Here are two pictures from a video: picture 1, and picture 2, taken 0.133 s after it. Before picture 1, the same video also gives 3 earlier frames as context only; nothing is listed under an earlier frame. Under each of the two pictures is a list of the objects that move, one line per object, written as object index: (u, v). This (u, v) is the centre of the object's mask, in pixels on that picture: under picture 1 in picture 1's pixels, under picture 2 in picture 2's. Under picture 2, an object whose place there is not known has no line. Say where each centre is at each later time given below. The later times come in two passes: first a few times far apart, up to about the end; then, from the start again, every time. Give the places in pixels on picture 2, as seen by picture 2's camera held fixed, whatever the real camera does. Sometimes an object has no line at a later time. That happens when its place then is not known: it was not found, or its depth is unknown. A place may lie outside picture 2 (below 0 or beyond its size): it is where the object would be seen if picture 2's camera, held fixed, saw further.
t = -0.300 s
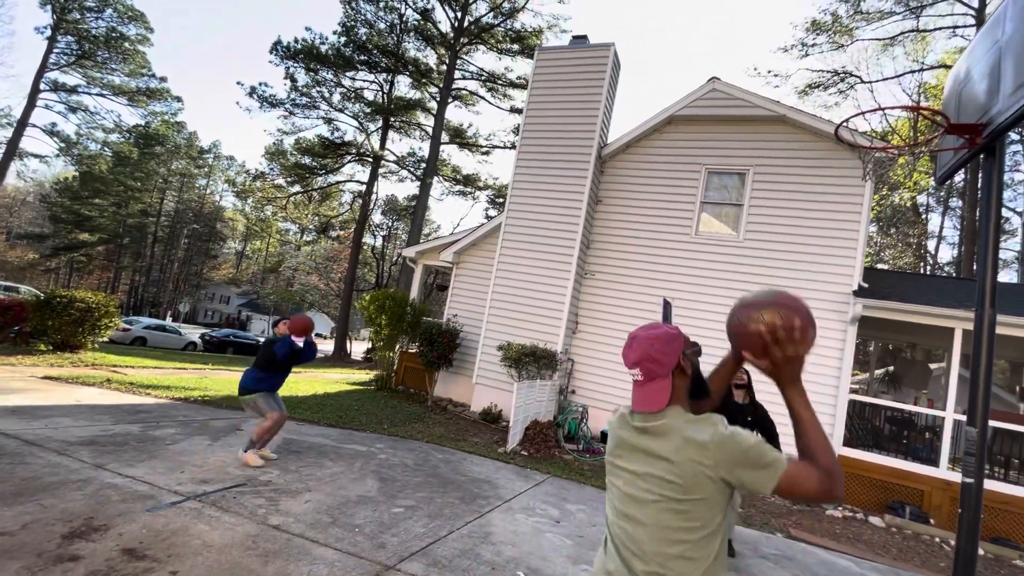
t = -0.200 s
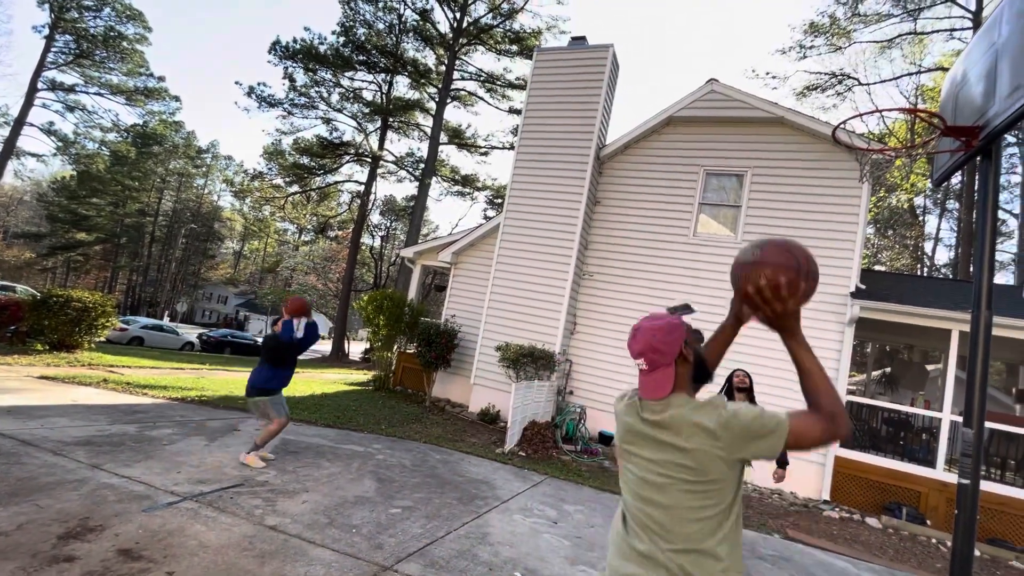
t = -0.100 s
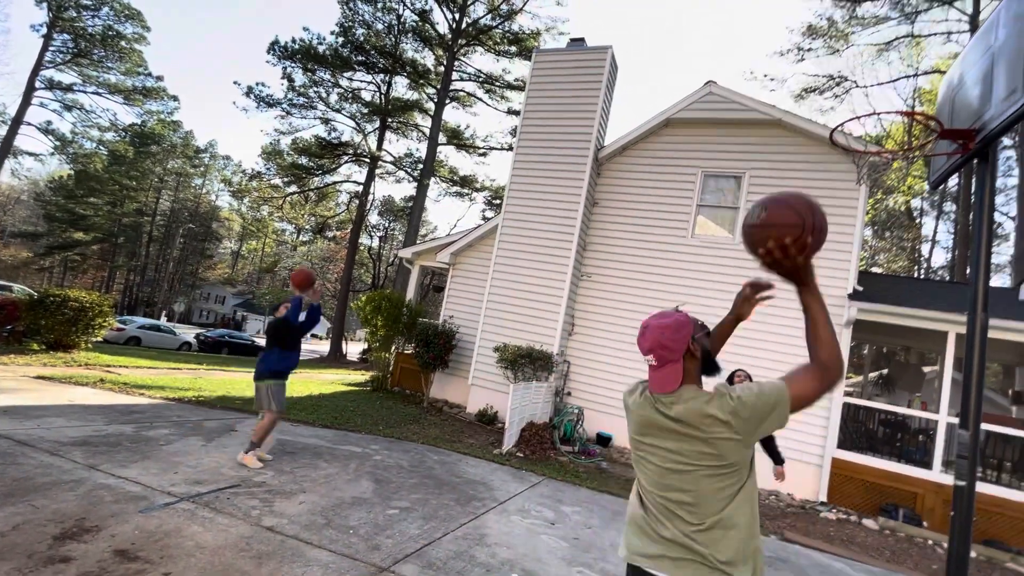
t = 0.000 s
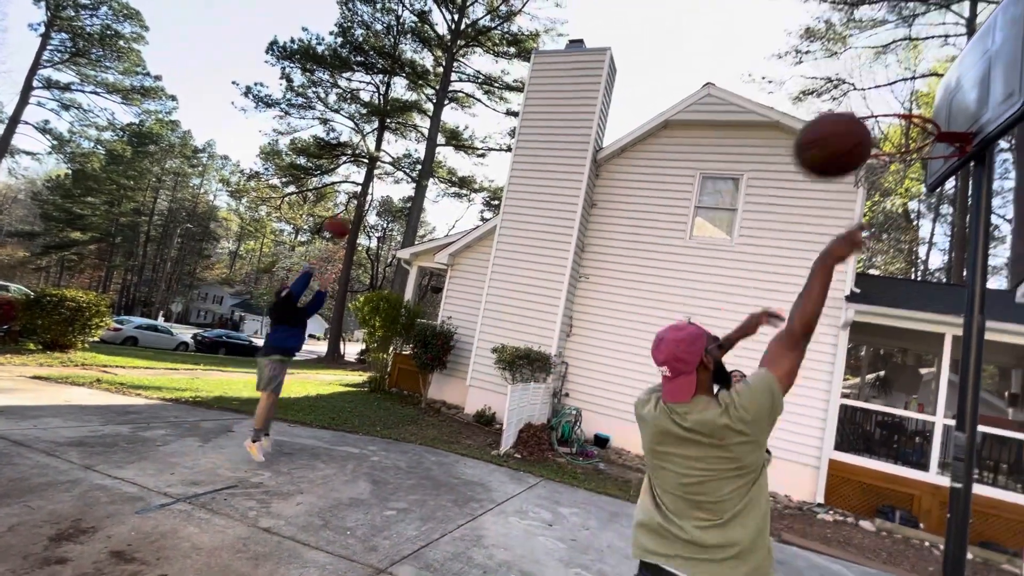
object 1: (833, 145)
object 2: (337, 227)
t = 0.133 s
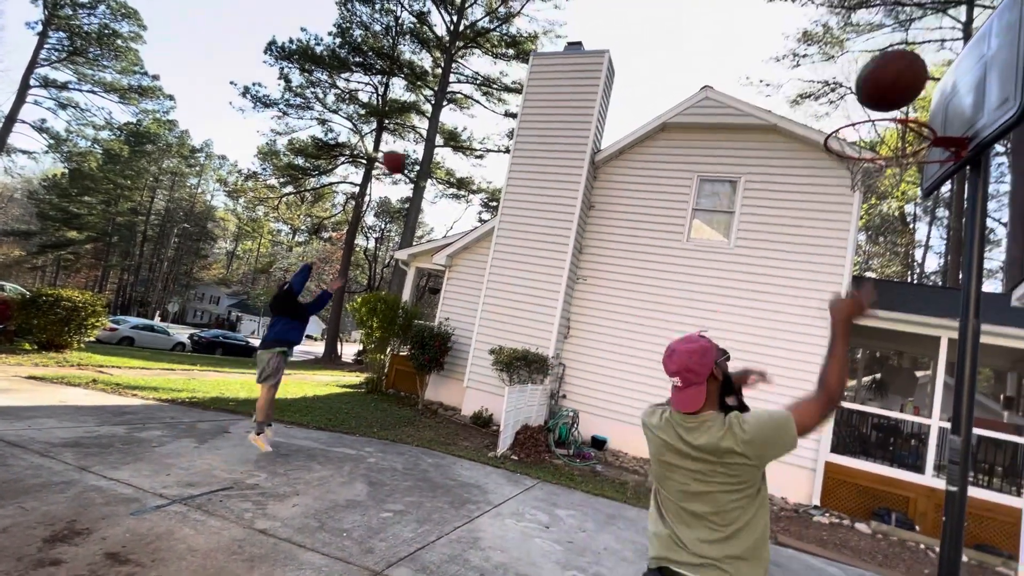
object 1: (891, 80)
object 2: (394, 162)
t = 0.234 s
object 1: (925, 64)
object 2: (440, 121)
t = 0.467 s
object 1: (914, 100)
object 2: (556, 51)
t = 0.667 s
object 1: (856, 166)
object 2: (673, 34)
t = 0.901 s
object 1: (891, 181)
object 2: (842, 85)
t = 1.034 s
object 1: (918, 218)
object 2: (866, 140)
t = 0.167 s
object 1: (903, 72)
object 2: (409, 147)
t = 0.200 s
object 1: (914, 67)
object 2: (423, 133)
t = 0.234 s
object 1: (925, 64)
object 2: (440, 121)
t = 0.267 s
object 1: (934, 63)
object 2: (457, 106)
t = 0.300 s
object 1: (942, 65)
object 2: (471, 96)
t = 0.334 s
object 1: (950, 69)
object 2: (489, 85)
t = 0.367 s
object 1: (955, 74)
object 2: (504, 75)
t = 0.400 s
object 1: (940, 82)
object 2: (522, 65)
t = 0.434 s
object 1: (927, 91)
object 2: (538, 58)
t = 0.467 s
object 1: (914, 100)
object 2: (556, 51)
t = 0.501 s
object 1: (900, 114)
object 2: (574, 46)
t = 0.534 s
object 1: (887, 129)
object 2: (593, 41)
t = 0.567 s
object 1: (876, 142)
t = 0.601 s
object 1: (867, 152)
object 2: (632, 34)
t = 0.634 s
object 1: (861, 157)
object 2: (652, 33)
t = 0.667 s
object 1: (856, 166)
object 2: (673, 34)
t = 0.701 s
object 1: (852, 172)
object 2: (695, 36)
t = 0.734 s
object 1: (851, 175)
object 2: (717, 39)
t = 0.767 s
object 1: (859, 173)
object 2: (740, 44)
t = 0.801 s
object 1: (869, 173)
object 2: (764, 51)
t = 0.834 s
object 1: (878, 174)
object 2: (788, 60)
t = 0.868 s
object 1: (885, 177)
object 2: (814, 71)
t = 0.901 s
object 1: (891, 181)
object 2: (842, 85)
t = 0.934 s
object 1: (899, 186)
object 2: (871, 102)
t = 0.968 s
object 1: (906, 196)
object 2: (902, 122)
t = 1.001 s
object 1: (912, 206)
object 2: (900, 134)
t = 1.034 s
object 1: (918, 218)
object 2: (866, 140)
